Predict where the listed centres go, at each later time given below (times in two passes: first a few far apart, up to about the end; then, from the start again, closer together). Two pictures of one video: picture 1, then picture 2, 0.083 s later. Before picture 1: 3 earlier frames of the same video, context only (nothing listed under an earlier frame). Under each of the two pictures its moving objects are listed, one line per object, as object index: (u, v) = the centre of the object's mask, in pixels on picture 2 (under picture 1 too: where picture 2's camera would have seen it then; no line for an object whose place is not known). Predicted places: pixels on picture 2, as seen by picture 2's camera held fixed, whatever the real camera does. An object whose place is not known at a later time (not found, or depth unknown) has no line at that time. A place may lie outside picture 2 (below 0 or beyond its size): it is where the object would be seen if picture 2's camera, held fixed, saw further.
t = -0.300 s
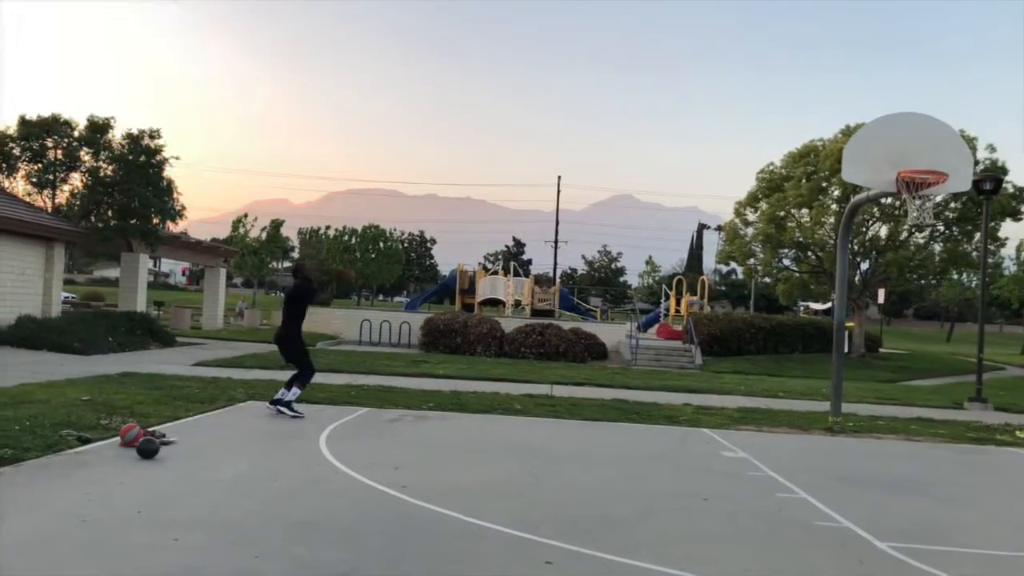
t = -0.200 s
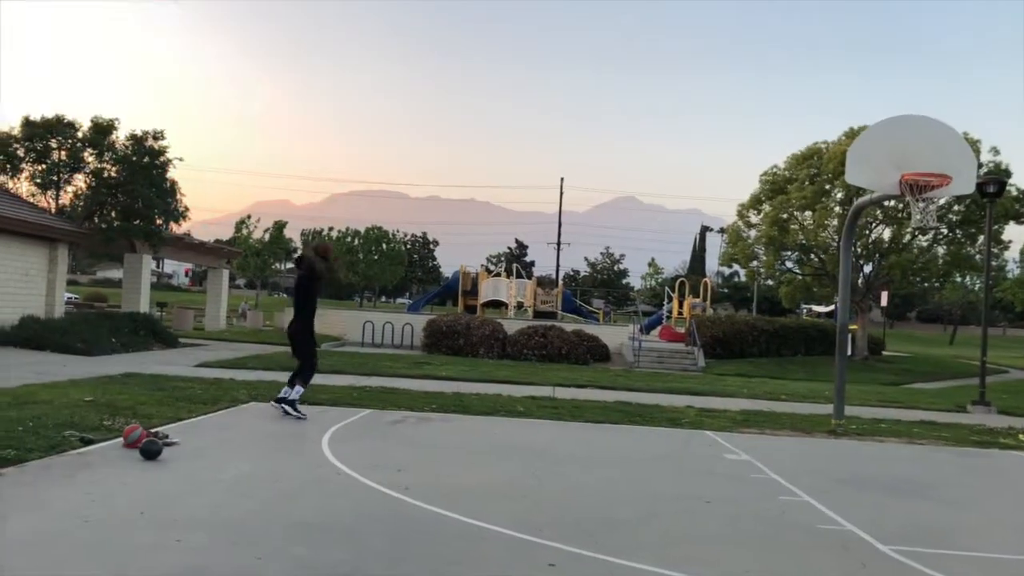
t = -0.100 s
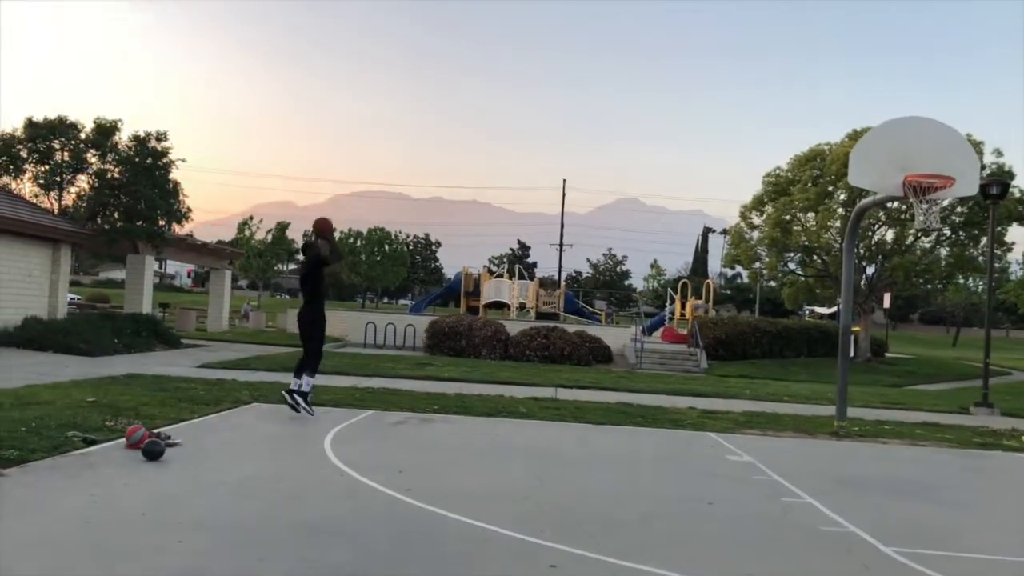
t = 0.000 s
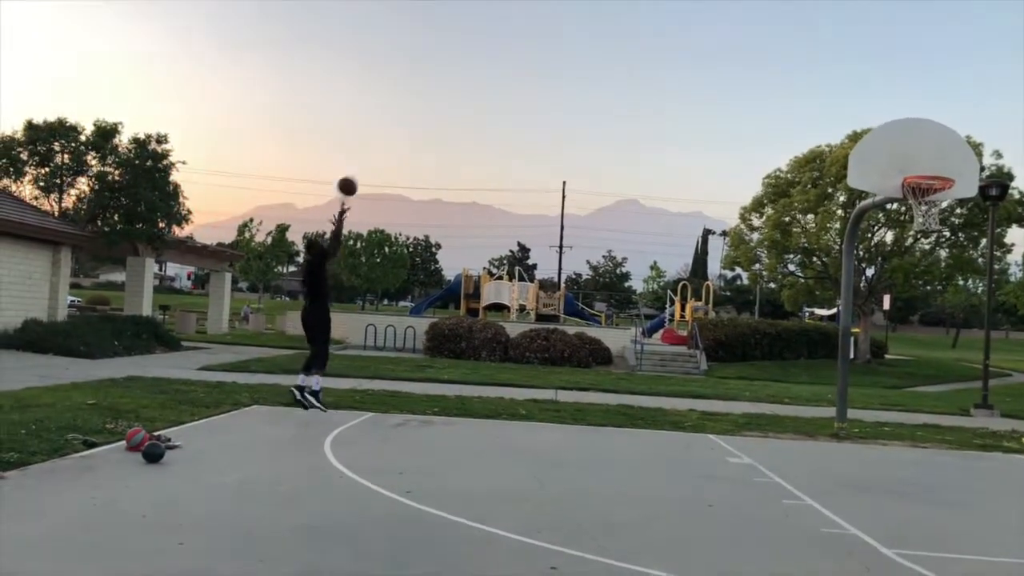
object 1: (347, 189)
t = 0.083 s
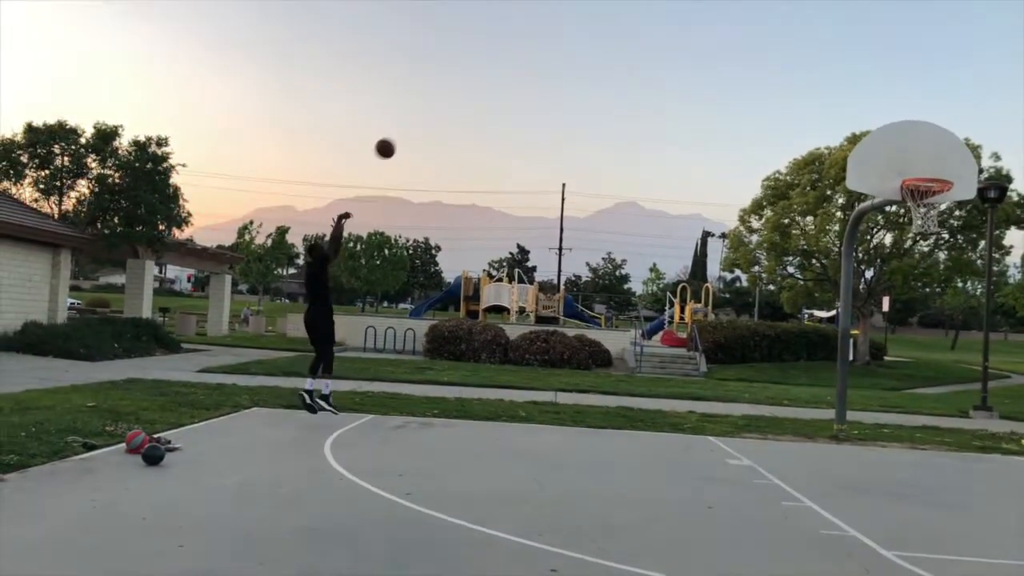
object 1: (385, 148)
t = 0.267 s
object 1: (468, 77)
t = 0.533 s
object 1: (589, 19)
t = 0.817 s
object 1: (719, 30)
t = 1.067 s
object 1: (836, 82)
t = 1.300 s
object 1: (938, 174)
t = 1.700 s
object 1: (908, 207)
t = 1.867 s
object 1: (906, 223)
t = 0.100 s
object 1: (392, 141)
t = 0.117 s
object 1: (400, 134)
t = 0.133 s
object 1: (407, 126)
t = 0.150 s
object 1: (415, 119)
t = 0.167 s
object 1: (423, 113)
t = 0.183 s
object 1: (430, 106)
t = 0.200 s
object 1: (437, 100)
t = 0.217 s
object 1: (445, 94)
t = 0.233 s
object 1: (453, 88)
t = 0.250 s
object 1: (460, 82)
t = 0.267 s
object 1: (468, 77)
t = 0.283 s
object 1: (475, 72)
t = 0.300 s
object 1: (483, 67)
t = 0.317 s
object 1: (490, 62)
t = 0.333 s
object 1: (498, 57)
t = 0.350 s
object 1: (505, 53)
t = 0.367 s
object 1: (513, 49)
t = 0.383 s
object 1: (520, 45)
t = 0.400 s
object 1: (528, 41)
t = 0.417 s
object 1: (535, 37)
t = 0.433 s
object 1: (543, 34)
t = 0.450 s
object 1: (550, 31)
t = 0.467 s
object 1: (558, 28)
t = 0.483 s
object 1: (566, 26)
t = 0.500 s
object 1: (573, 23)
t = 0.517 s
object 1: (581, 21)
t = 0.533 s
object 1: (589, 19)
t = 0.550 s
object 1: (597, 17)
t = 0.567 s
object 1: (605, 17)
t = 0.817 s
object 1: (719, 30)
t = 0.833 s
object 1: (727, 32)
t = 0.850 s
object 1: (735, 33)
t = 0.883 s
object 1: (750, 35)
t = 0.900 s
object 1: (758, 36)
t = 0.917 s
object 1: (766, 39)
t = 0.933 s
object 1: (773, 42)
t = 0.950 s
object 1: (781, 46)
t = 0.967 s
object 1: (789, 51)
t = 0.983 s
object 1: (797, 55)
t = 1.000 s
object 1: (805, 60)
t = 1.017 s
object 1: (812, 65)
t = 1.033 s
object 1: (820, 71)
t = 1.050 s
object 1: (828, 76)
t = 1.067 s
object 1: (836, 82)
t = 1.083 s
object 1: (844, 88)
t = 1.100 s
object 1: (851, 95)
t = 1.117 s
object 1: (860, 101)
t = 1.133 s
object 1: (867, 108)
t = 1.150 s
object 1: (875, 116)
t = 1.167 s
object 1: (883, 124)
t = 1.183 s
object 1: (891, 131)
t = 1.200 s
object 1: (900, 139)
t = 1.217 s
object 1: (907, 148)
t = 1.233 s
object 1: (916, 157)
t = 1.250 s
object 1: (924, 165)
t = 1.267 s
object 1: (931, 171)
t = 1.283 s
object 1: (935, 172)
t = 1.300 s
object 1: (938, 174)
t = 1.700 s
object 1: (908, 207)
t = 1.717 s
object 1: (907, 206)
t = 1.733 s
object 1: (907, 207)
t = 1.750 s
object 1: (907, 207)
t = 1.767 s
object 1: (908, 207)
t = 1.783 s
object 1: (906, 212)
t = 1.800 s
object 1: (907, 213)
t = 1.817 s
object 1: (909, 213)
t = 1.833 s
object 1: (907, 218)
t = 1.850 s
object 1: (907, 220)
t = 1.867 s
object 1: (906, 223)
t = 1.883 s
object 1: (904, 228)
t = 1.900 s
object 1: (904, 232)
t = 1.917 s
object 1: (905, 235)
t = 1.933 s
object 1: (905, 239)
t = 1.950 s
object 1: (903, 244)
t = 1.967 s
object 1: (905, 249)
